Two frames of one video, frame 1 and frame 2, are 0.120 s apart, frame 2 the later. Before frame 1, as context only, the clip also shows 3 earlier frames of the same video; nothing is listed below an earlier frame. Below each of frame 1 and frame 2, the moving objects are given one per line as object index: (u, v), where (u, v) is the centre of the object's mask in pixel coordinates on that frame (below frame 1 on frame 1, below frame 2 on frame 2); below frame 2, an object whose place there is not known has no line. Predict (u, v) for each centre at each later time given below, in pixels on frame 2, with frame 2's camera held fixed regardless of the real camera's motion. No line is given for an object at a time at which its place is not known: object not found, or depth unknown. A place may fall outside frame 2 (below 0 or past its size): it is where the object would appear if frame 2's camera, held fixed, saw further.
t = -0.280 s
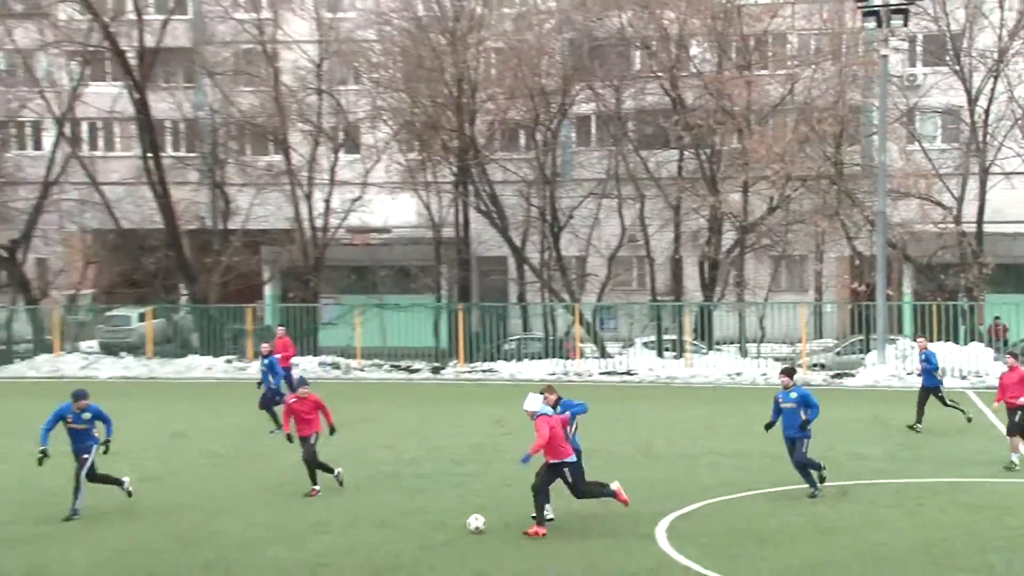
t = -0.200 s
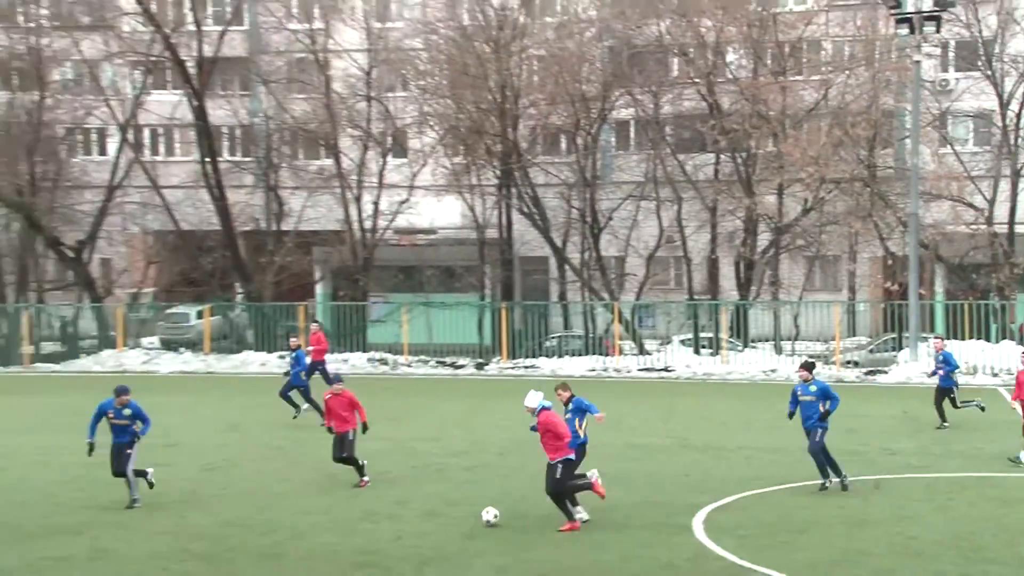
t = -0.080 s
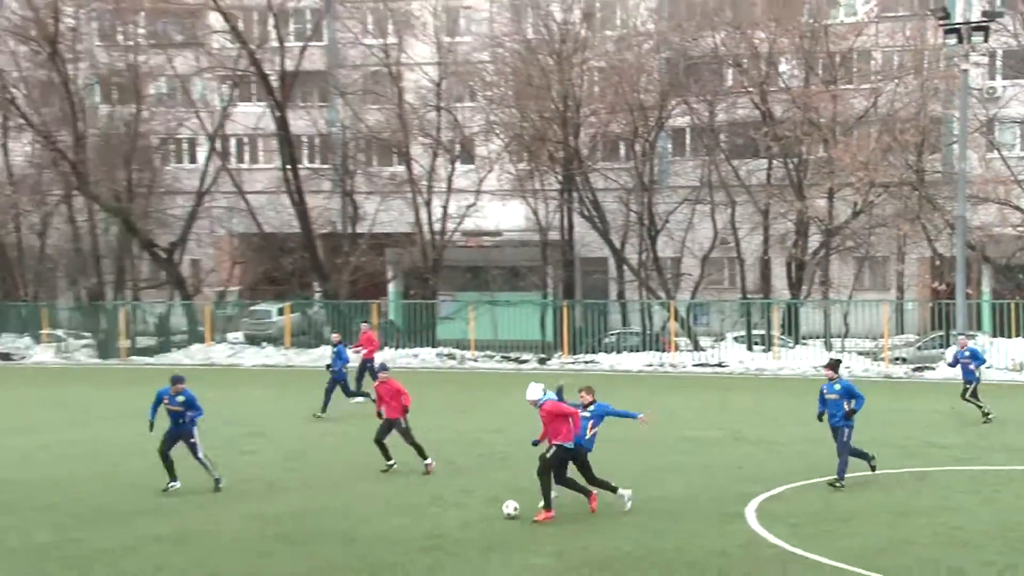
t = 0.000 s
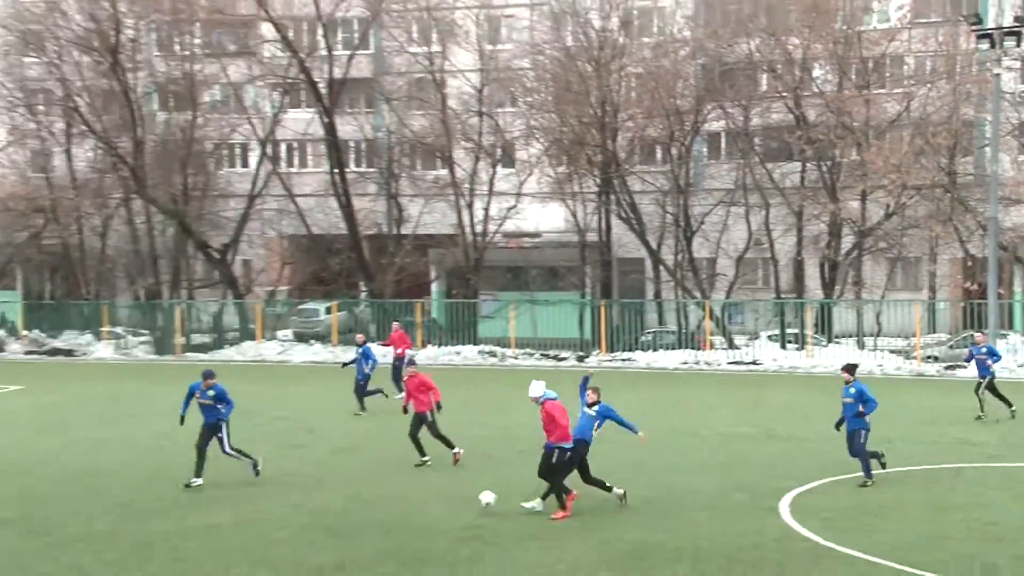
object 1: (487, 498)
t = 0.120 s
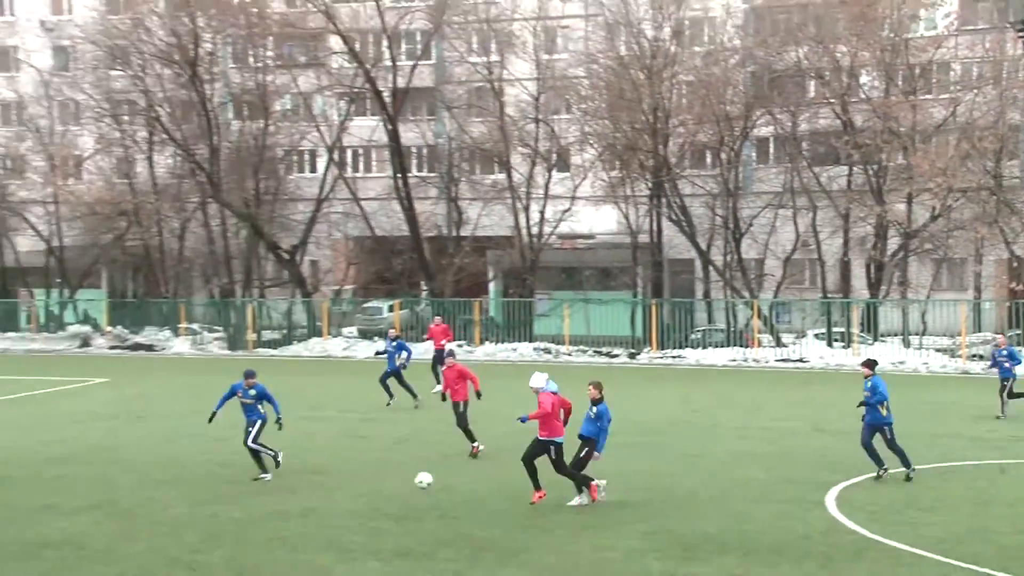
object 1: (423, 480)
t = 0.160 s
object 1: (381, 484)
